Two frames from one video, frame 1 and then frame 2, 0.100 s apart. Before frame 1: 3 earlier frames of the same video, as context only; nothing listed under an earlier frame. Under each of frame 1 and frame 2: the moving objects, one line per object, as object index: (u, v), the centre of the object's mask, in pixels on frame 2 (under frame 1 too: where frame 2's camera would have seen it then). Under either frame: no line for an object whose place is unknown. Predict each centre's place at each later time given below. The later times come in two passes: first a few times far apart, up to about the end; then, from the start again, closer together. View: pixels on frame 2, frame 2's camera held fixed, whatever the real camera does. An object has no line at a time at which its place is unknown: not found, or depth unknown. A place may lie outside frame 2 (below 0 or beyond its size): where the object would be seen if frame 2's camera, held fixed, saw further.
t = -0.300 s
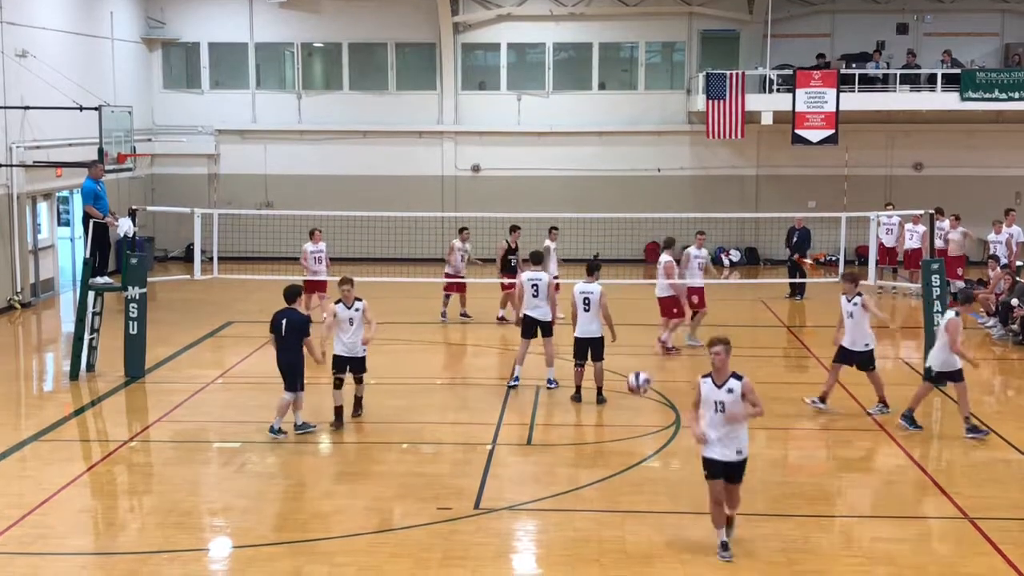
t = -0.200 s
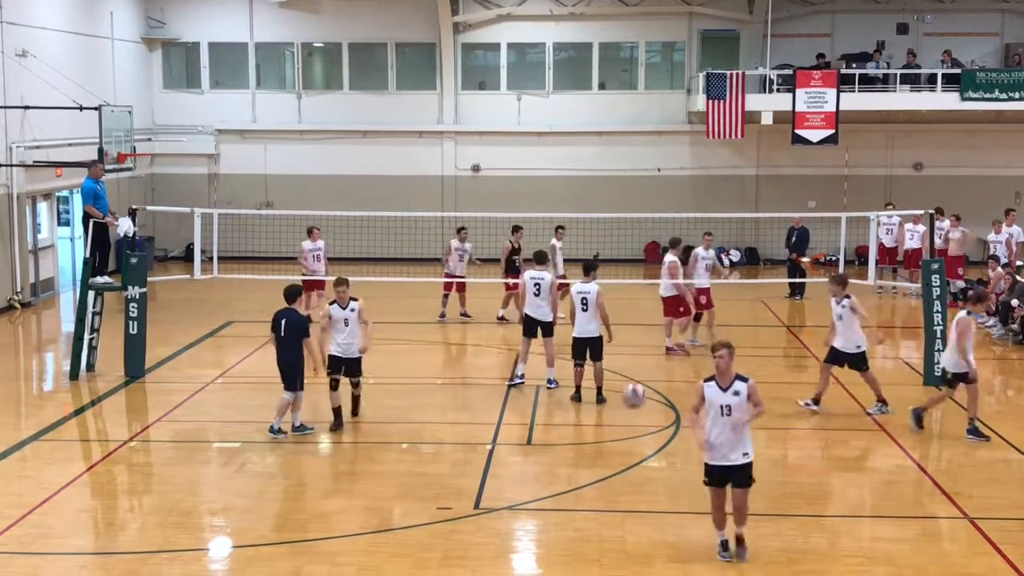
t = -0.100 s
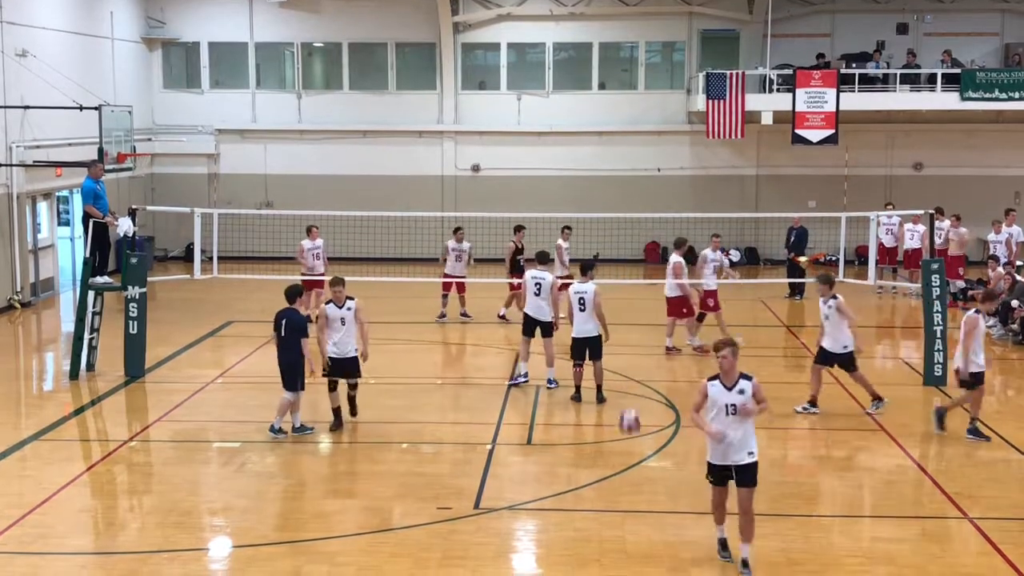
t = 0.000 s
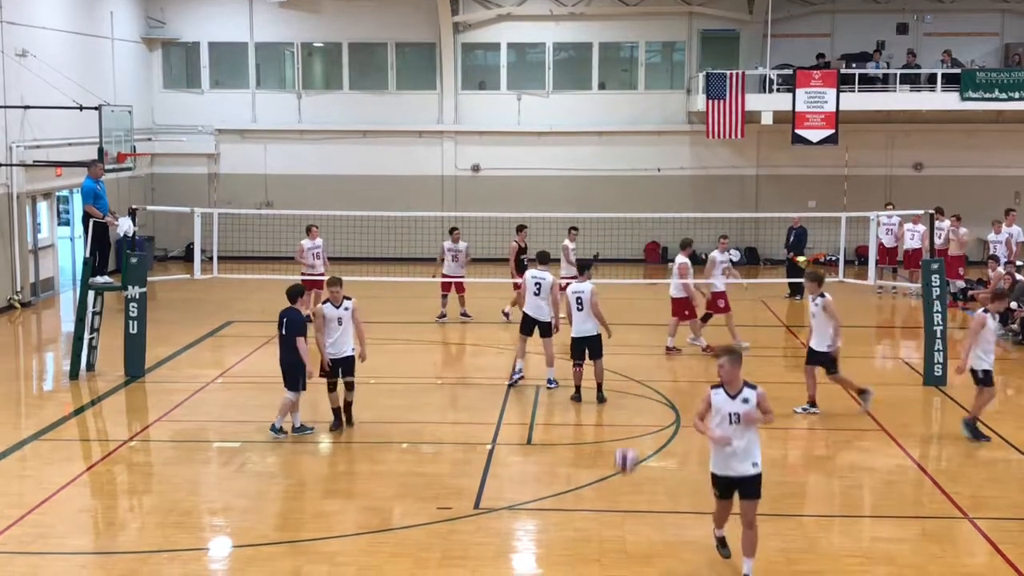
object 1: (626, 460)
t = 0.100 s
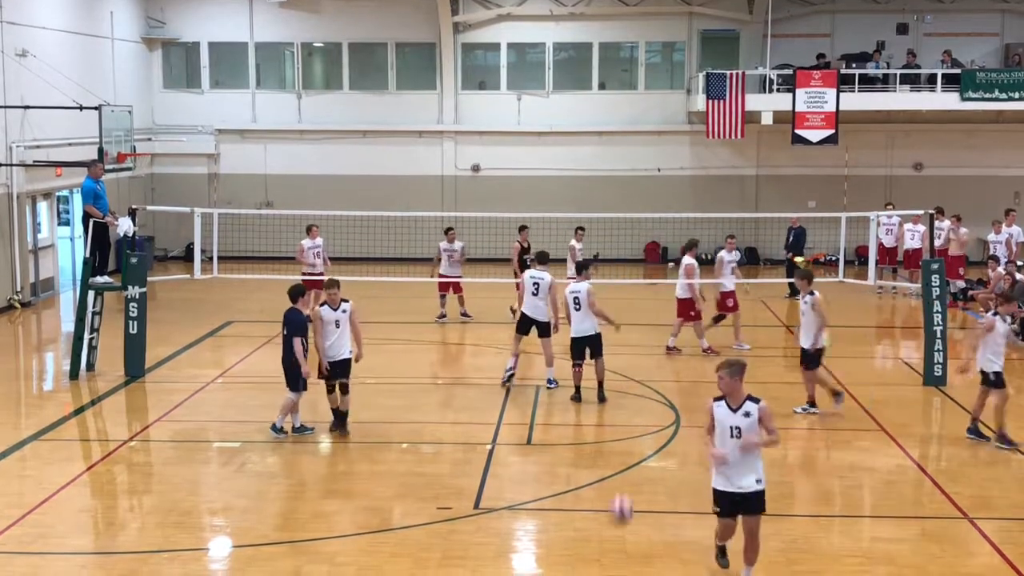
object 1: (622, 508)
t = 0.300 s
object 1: (610, 557)
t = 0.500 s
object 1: (598, 510)
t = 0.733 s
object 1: (583, 514)
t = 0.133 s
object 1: (619, 531)
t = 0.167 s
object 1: (617, 551)
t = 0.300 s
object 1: (610, 557)
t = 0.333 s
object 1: (608, 547)
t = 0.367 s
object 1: (606, 535)
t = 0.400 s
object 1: (605, 527)
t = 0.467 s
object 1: (600, 514)
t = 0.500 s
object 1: (598, 510)
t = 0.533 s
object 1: (596, 506)
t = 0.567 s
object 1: (593, 503)
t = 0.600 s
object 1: (592, 503)
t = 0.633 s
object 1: (590, 505)
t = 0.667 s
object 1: (587, 506)
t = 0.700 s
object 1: (585, 510)
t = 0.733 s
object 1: (583, 514)
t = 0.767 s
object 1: (581, 522)
